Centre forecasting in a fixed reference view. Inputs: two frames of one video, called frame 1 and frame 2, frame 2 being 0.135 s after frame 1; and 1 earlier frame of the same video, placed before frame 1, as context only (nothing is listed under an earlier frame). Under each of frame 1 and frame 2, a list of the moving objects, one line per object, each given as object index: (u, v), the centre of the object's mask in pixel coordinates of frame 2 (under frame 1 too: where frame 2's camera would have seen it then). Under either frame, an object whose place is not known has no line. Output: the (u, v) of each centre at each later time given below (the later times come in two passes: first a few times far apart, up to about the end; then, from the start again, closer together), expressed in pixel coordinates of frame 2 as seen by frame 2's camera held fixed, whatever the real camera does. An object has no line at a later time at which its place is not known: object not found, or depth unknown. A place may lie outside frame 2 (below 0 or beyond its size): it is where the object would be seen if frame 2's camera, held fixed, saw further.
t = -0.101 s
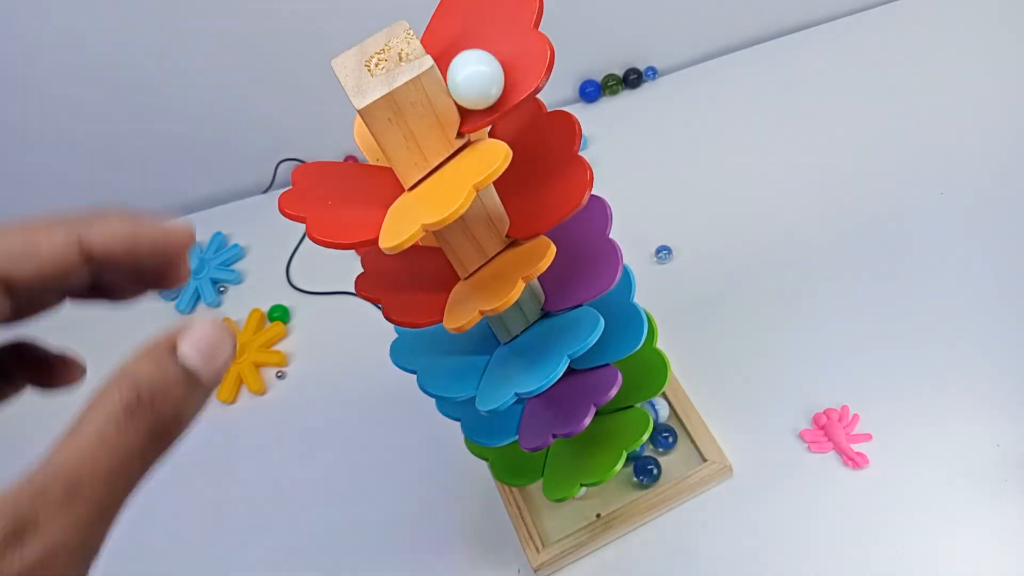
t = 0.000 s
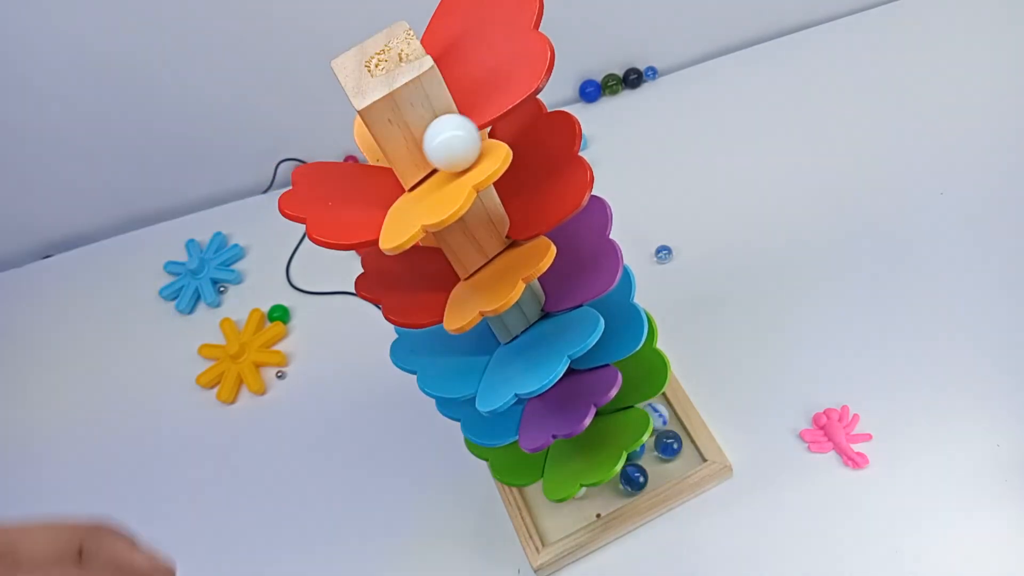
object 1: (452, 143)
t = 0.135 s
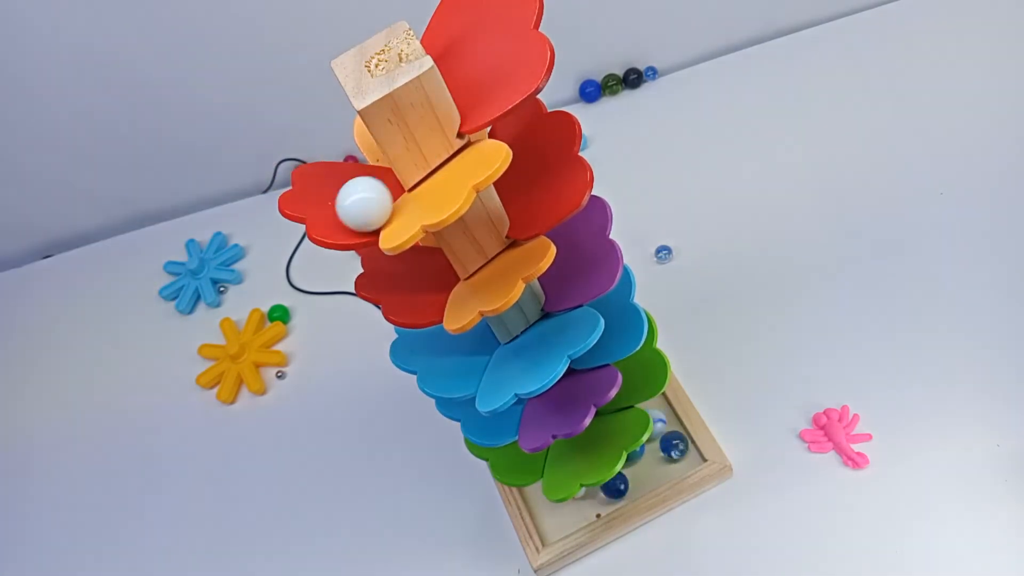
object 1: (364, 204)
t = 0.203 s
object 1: (334, 185)
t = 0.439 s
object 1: (513, 116)
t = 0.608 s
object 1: (541, 218)
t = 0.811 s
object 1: (515, 235)
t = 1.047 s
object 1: (409, 273)
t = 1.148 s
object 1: (422, 243)
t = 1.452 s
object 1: (558, 231)
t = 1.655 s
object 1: (526, 330)
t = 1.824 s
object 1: (450, 340)
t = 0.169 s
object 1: (343, 195)
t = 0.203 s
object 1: (334, 185)
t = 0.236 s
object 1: (336, 172)
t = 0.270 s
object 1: (348, 156)
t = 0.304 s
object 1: (360, 140)
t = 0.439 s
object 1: (513, 116)
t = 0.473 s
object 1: (529, 118)
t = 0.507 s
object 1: (540, 135)
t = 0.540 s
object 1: (548, 172)
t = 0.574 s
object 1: (548, 221)
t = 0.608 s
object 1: (541, 218)
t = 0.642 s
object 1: (542, 233)
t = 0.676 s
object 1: (541, 233)
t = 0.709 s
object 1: (541, 229)
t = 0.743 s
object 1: (539, 222)
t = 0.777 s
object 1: (527, 222)
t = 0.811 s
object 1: (515, 235)
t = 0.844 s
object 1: (498, 246)
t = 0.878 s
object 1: (484, 257)
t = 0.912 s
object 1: (469, 269)
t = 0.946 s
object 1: (452, 282)
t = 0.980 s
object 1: (432, 291)
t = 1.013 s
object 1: (415, 284)
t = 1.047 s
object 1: (409, 273)
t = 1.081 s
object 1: (414, 261)
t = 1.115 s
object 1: (419, 251)
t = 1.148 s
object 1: (422, 243)
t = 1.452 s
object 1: (558, 231)
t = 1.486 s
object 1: (558, 247)
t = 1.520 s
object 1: (560, 267)
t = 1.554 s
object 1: (561, 284)
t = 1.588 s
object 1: (559, 307)
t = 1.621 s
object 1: (545, 320)
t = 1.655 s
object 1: (526, 330)
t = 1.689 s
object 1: (508, 340)
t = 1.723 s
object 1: (490, 351)
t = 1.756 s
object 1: (470, 357)
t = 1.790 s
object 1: (456, 349)
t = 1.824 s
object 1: (450, 340)
